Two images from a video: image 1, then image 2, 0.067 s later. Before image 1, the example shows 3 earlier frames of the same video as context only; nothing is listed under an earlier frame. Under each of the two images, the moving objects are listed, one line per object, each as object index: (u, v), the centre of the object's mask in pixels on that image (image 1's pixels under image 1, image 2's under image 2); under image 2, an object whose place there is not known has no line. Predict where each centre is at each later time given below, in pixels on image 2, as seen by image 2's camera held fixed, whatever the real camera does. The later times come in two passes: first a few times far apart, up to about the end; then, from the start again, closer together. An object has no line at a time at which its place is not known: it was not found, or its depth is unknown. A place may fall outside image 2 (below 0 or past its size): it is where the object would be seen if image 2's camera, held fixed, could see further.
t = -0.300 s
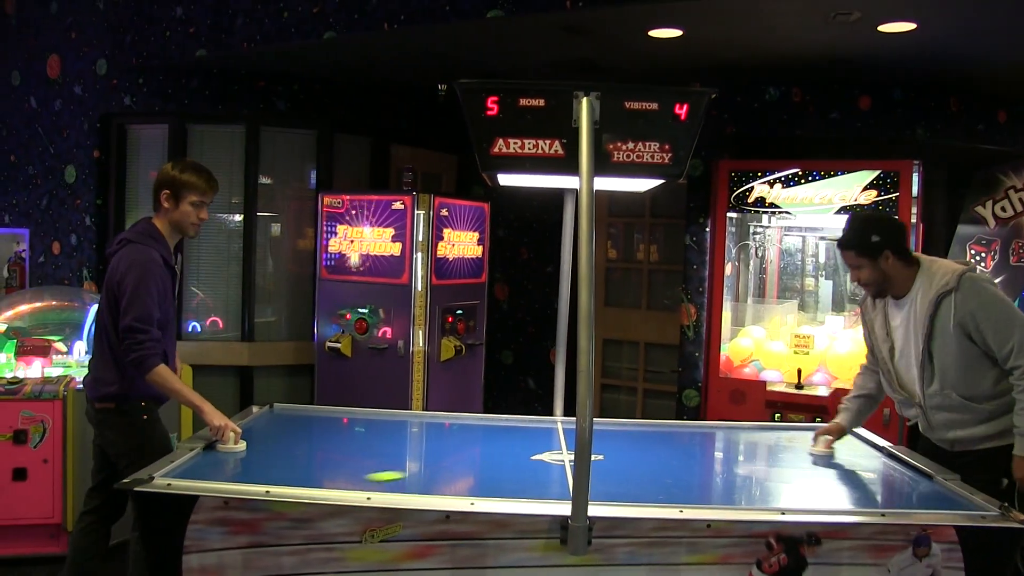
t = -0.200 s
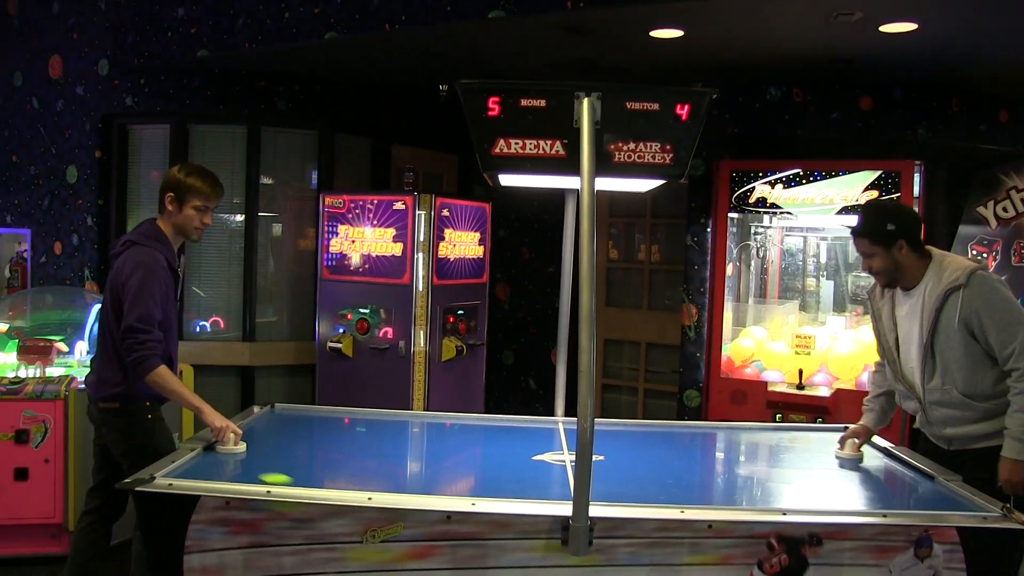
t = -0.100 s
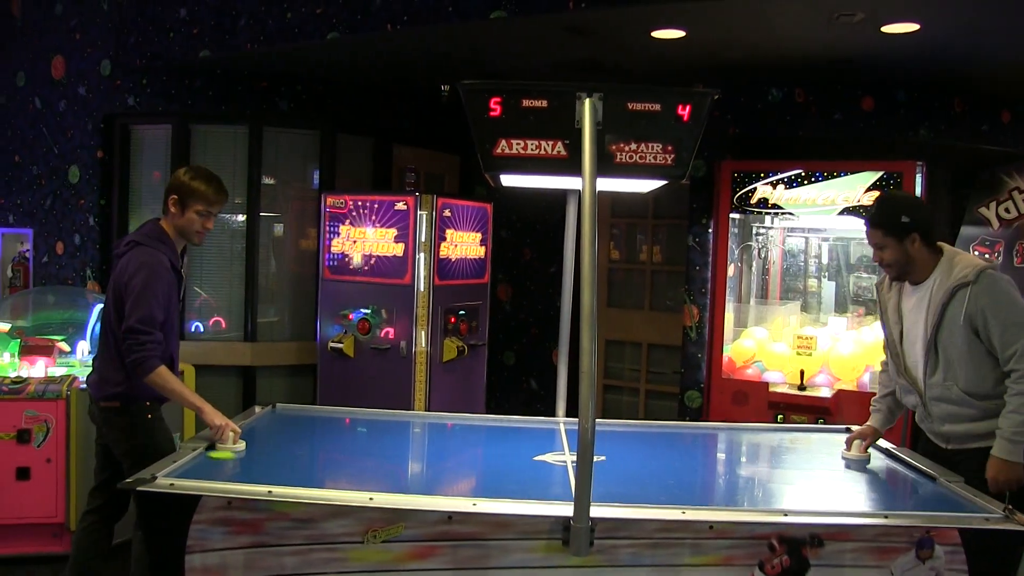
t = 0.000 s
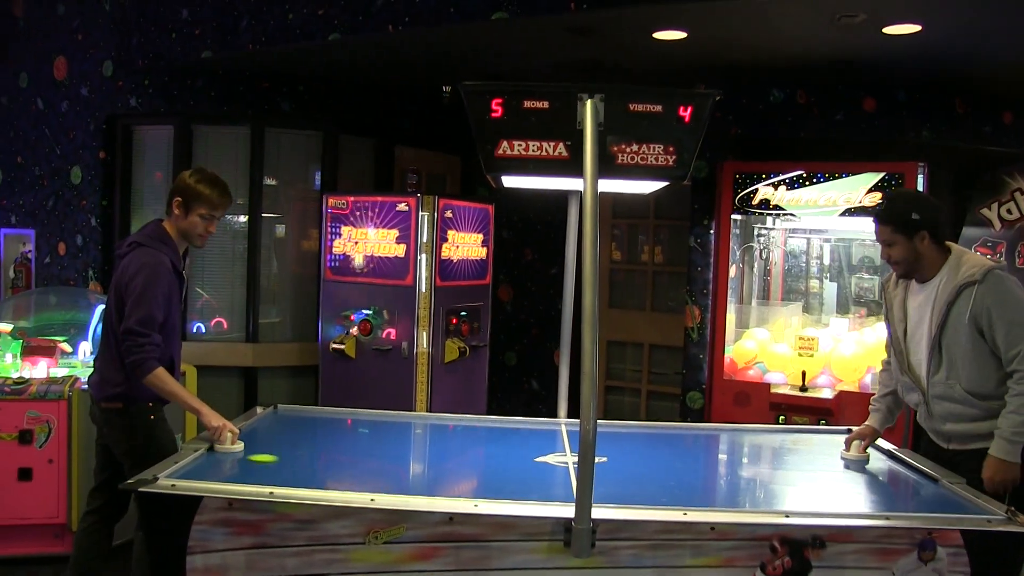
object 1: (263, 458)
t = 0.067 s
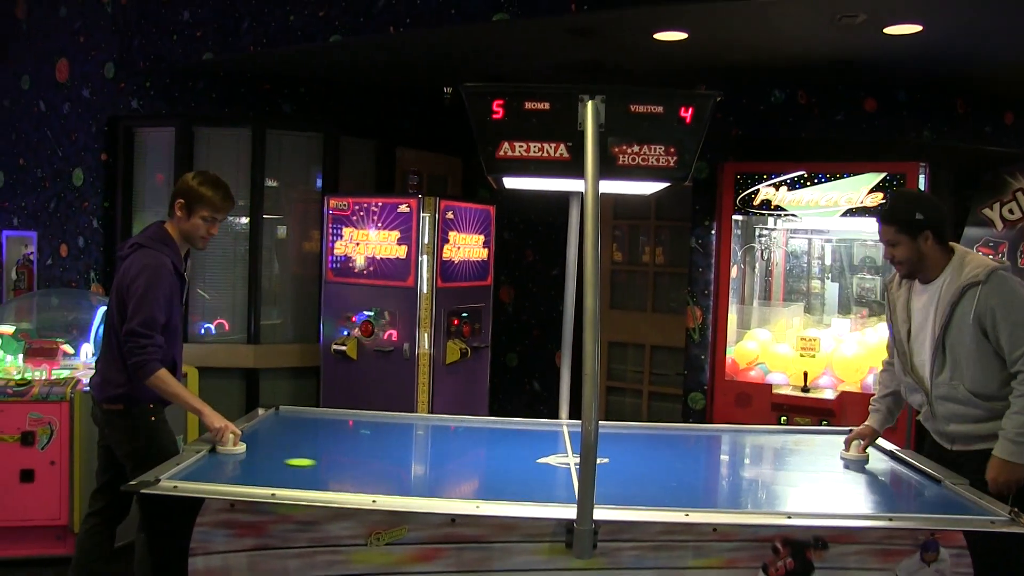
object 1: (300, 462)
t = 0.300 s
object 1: (430, 470)
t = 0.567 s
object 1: (571, 477)
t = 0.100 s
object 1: (318, 464)
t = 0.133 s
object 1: (336, 465)
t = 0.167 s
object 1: (355, 466)
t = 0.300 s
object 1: (430, 470)
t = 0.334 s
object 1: (448, 471)
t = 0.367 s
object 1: (467, 472)
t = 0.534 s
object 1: (559, 476)
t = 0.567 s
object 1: (571, 477)
